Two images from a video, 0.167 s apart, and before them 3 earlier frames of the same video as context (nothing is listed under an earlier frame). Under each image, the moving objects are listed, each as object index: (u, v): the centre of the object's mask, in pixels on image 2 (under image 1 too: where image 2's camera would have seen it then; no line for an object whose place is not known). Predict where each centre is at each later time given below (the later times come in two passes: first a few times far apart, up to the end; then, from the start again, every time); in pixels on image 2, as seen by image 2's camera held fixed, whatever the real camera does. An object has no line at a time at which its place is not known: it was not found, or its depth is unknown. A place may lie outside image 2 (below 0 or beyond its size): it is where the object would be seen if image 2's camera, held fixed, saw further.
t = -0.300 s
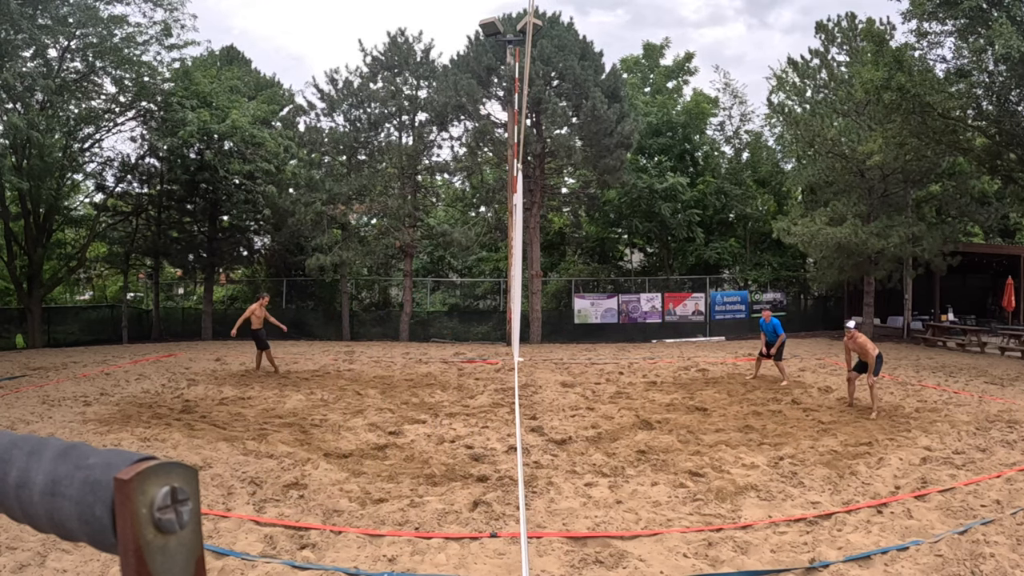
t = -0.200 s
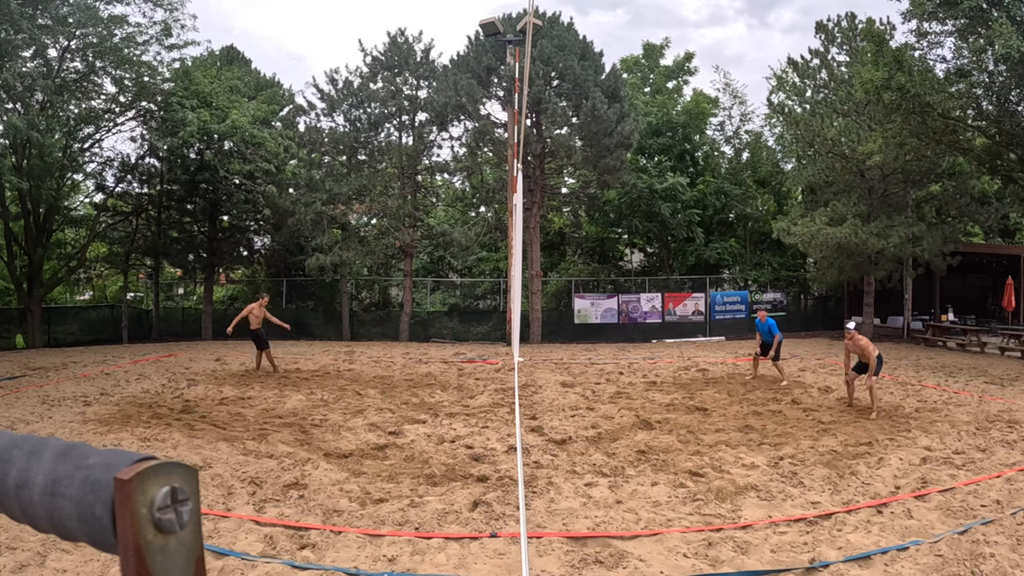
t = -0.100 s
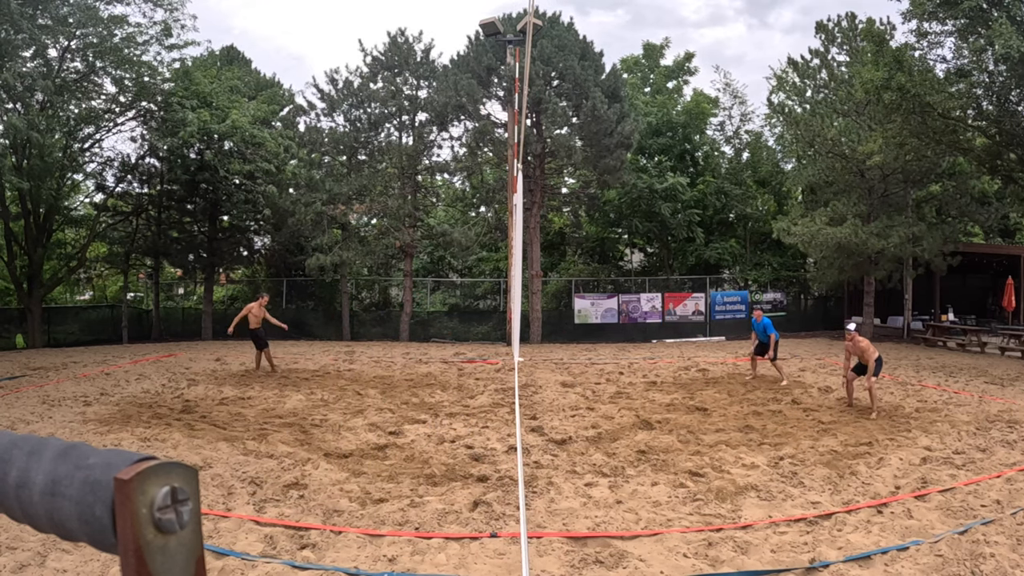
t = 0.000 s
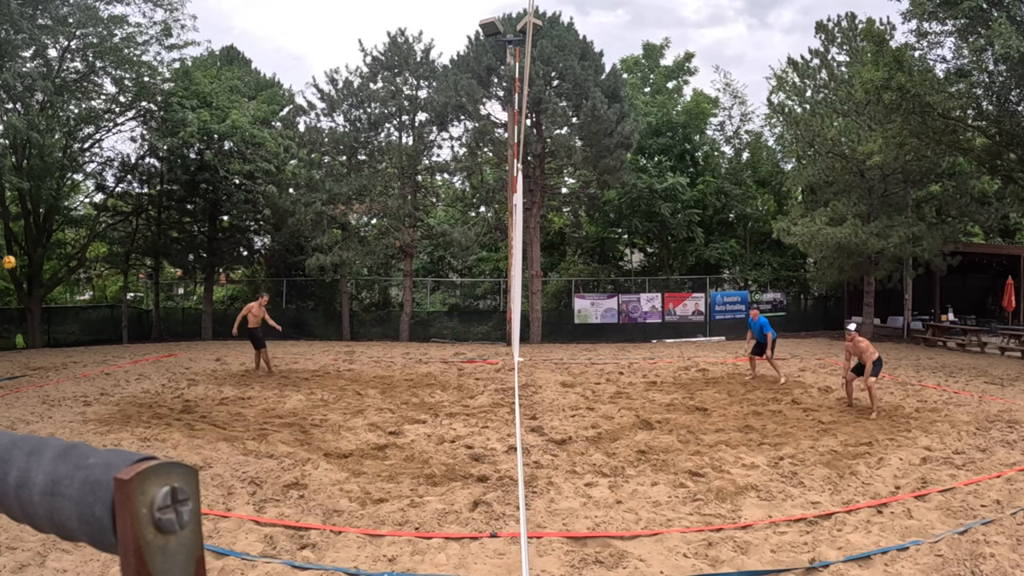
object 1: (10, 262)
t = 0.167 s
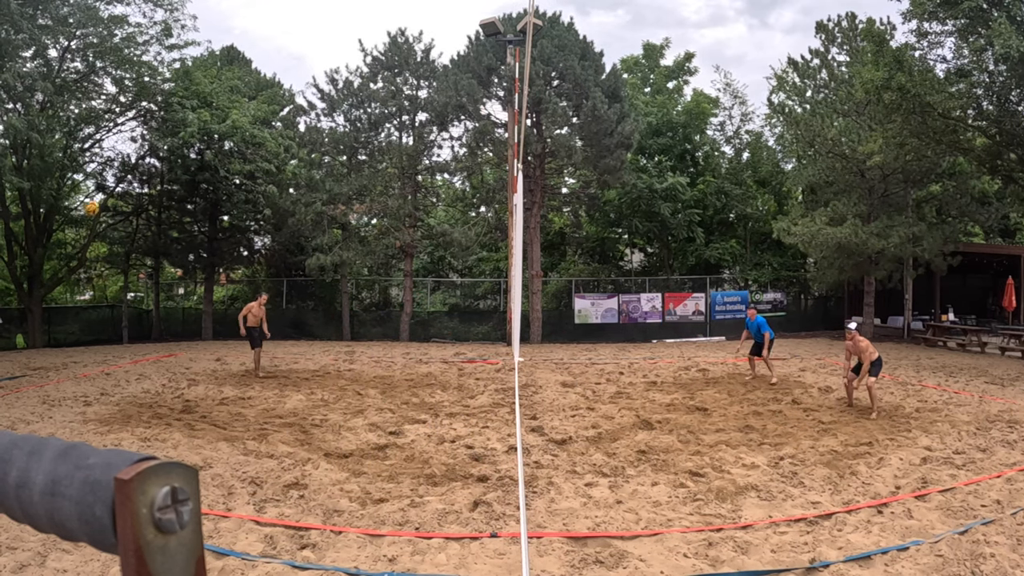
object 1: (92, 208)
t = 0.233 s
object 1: (130, 189)
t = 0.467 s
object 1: (286, 147)
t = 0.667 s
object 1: (430, 147)
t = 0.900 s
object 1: (598, 190)
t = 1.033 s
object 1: (684, 231)
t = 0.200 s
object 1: (110, 199)
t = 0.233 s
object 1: (130, 189)
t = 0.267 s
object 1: (151, 181)
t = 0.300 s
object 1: (172, 173)
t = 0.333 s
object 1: (194, 166)
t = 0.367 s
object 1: (216, 160)
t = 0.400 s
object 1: (239, 154)
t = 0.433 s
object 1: (263, 150)
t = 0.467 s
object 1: (286, 147)
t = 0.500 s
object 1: (310, 145)
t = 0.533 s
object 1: (334, 143)
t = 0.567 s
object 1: (359, 142)
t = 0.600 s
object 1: (381, 143)
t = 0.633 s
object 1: (405, 145)
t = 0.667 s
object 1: (430, 147)
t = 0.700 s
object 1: (456, 151)
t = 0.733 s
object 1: (480, 156)
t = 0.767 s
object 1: (504, 161)
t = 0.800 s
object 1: (529, 166)
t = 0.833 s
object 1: (552, 174)
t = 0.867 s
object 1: (575, 182)
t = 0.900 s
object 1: (598, 190)
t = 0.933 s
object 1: (621, 200)
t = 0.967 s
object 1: (642, 209)
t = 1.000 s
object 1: (664, 220)
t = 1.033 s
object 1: (684, 231)
